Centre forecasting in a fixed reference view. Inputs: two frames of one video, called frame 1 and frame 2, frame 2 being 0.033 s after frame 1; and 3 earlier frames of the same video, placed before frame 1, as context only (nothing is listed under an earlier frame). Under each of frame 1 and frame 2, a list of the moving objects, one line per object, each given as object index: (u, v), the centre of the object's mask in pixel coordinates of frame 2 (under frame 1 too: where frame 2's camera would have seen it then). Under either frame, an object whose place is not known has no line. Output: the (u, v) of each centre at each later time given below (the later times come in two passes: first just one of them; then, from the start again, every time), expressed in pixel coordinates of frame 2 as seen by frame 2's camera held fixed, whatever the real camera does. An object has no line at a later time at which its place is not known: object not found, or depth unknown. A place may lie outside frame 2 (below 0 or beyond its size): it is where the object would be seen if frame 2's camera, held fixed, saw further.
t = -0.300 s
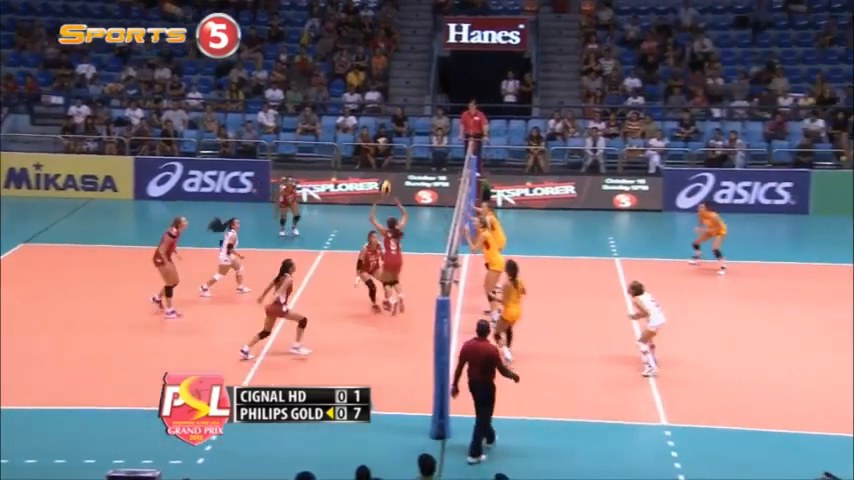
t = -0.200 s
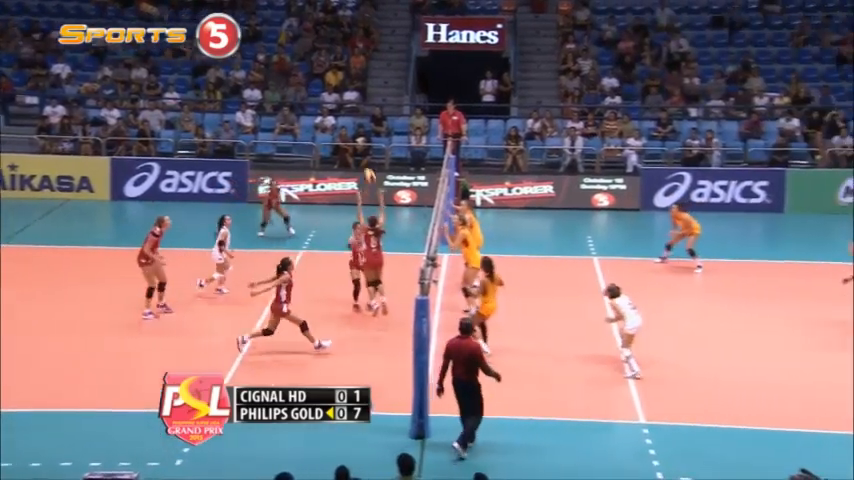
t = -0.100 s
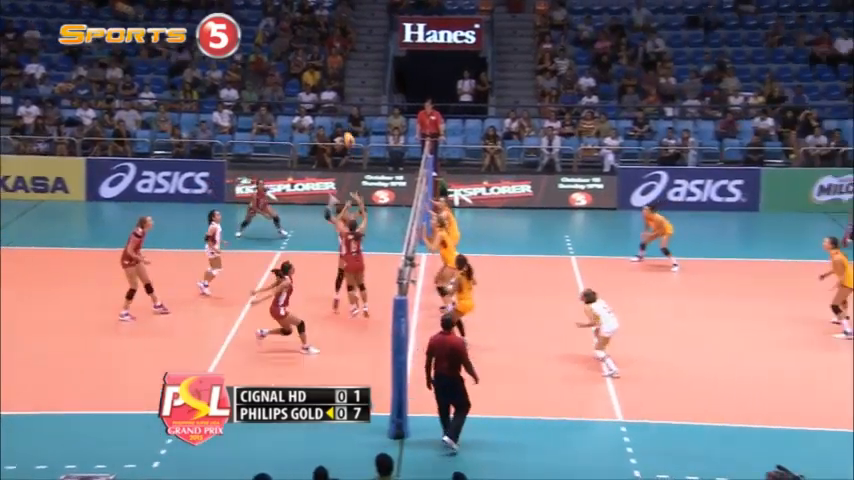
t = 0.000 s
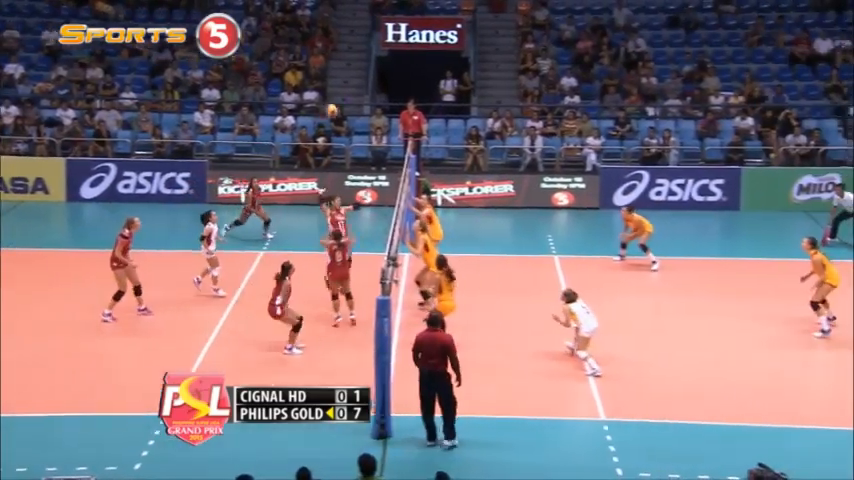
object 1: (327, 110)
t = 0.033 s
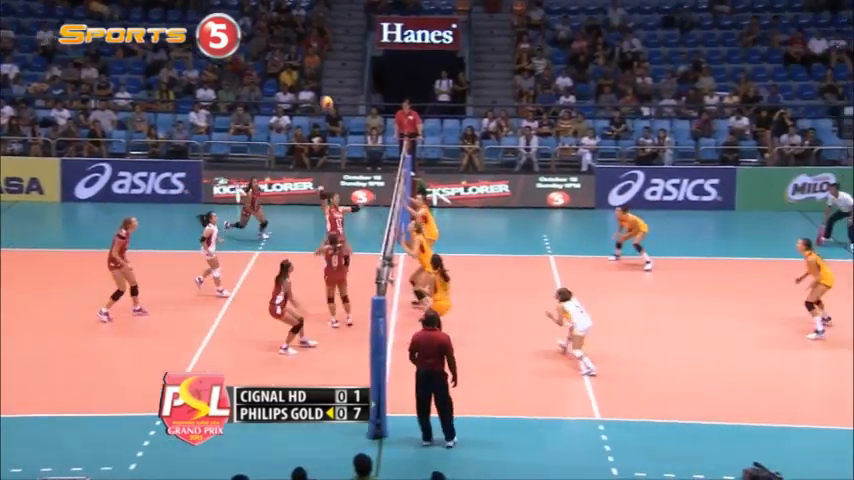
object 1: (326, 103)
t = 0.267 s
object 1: (327, 65)
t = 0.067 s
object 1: (326, 95)
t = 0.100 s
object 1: (326, 88)
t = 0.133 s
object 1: (326, 82)
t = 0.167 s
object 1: (327, 77)
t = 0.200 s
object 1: (327, 72)
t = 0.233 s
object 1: (327, 68)
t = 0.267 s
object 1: (327, 65)
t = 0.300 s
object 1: (327, 62)
